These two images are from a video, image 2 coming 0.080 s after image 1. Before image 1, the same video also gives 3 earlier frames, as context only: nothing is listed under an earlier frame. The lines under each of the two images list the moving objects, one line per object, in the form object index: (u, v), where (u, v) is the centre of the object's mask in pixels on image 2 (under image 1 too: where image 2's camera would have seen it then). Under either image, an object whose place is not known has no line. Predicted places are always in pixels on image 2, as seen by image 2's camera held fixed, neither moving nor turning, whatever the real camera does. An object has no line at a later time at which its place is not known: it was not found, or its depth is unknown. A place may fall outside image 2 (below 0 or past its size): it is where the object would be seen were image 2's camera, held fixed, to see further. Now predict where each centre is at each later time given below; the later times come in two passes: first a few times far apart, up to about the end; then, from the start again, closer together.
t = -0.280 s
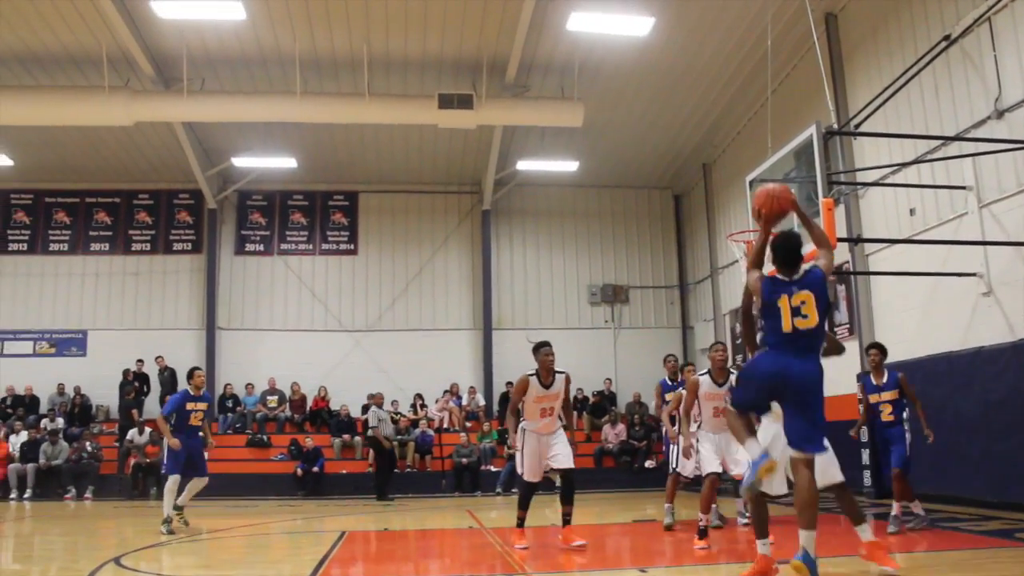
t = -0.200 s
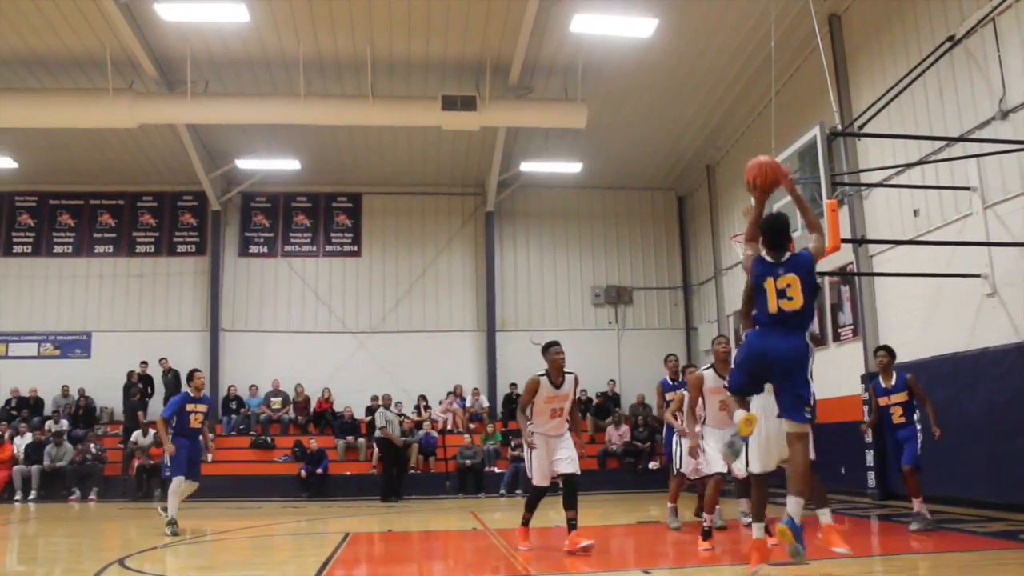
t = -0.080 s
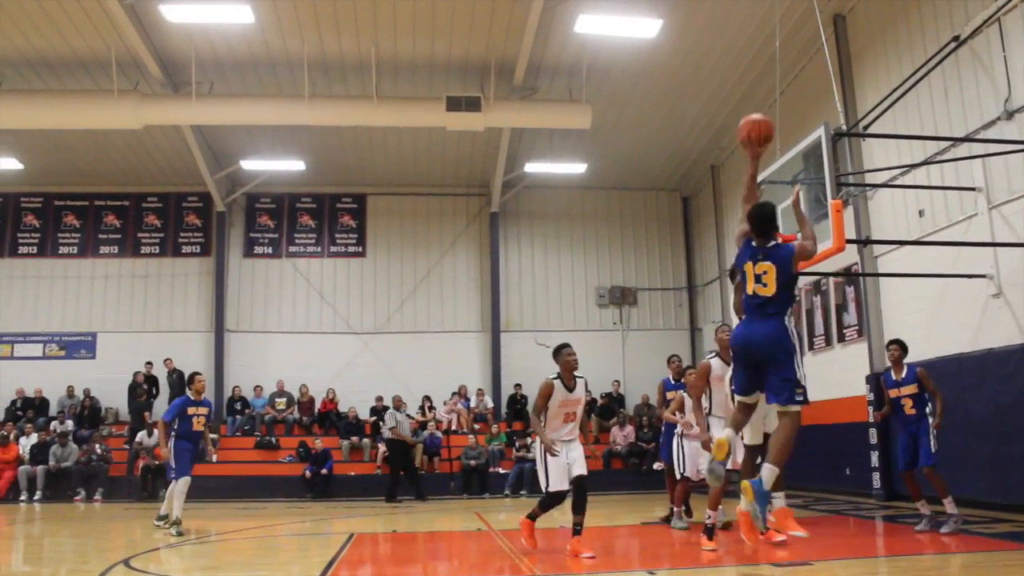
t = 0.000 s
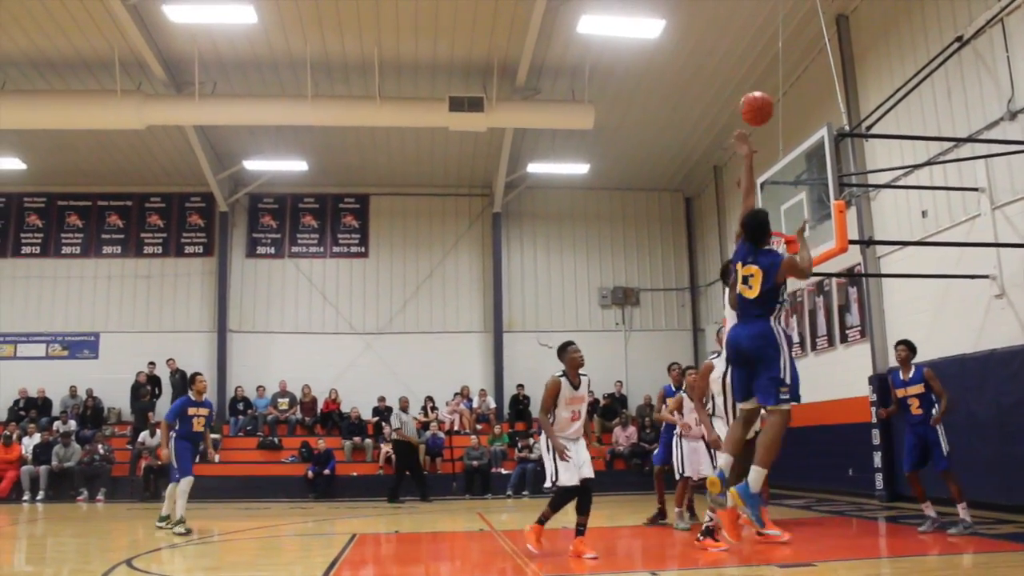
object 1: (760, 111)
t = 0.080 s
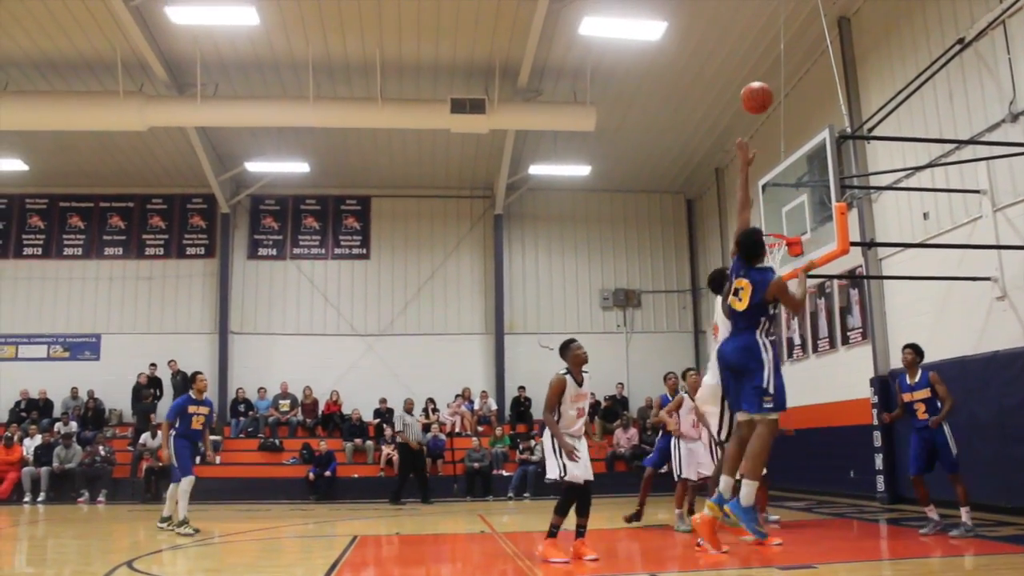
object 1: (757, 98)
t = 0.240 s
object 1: (757, 95)
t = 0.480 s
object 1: (761, 140)
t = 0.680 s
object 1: (767, 213)
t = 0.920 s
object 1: (766, 271)
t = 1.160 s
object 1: (759, 326)
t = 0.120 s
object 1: (756, 95)
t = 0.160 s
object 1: (757, 93)
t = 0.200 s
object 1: (757, 93)
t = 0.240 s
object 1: (757, 95)
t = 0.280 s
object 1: (757, 99)
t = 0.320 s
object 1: (758, 105)
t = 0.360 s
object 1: (759, 112)
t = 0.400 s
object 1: (759, 120)
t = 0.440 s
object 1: (760, 130)
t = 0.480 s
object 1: (761, 140)
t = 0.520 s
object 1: (762, 152)
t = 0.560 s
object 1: (763, 166)
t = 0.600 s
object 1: (765, 180)
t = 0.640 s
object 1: (766, 197)
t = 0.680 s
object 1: (767, 213)
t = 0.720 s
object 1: (768, 230)
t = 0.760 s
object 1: (769, 249)
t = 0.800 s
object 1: (770, 259)
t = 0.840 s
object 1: (769, 265)
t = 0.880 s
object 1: (768, 267)
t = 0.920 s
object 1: (766, 271)
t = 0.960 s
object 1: (765, 277)
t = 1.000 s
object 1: (764, 285)
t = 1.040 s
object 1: (763, 293)
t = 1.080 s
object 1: (762, 303)
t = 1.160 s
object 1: (759, 326)
